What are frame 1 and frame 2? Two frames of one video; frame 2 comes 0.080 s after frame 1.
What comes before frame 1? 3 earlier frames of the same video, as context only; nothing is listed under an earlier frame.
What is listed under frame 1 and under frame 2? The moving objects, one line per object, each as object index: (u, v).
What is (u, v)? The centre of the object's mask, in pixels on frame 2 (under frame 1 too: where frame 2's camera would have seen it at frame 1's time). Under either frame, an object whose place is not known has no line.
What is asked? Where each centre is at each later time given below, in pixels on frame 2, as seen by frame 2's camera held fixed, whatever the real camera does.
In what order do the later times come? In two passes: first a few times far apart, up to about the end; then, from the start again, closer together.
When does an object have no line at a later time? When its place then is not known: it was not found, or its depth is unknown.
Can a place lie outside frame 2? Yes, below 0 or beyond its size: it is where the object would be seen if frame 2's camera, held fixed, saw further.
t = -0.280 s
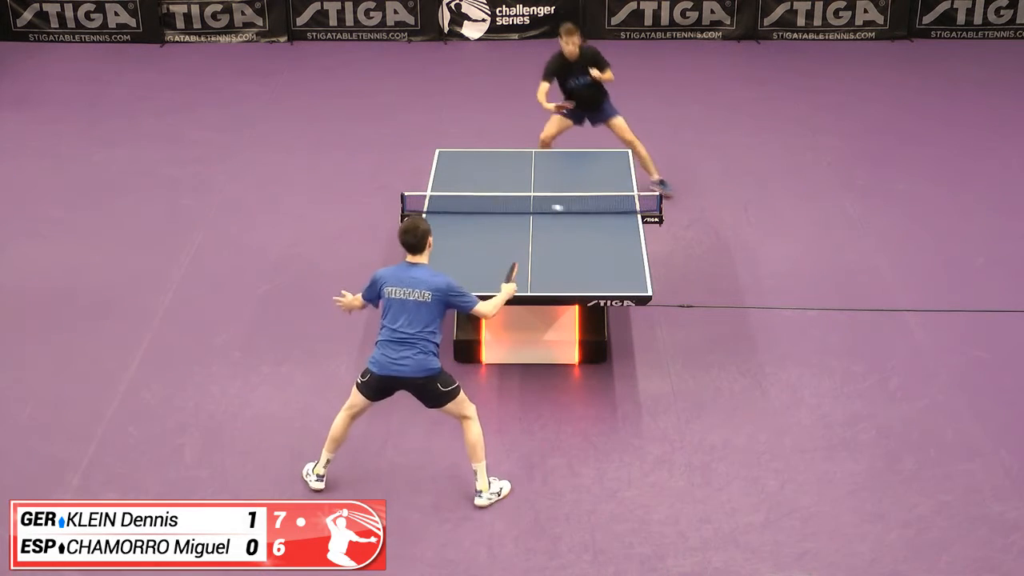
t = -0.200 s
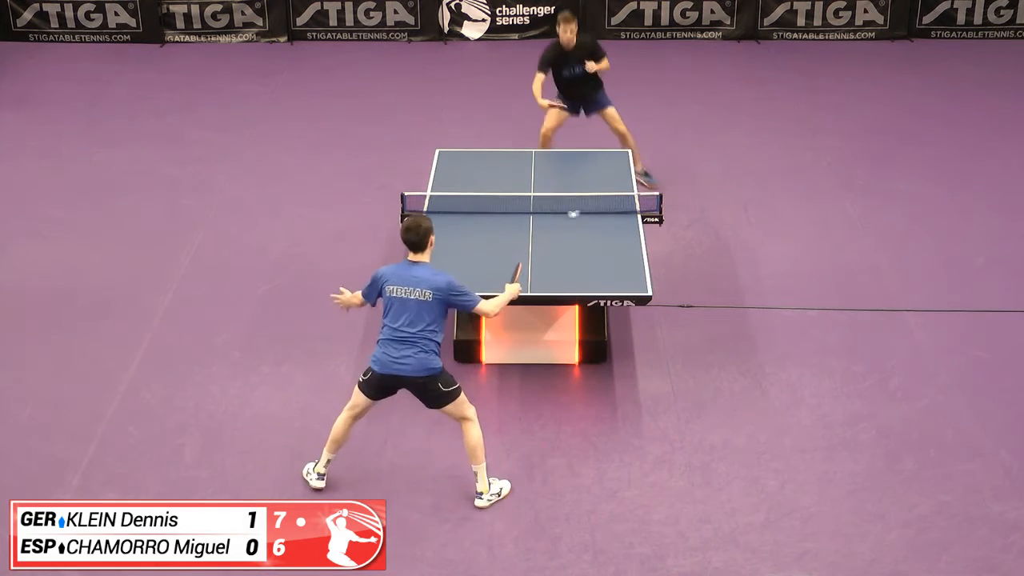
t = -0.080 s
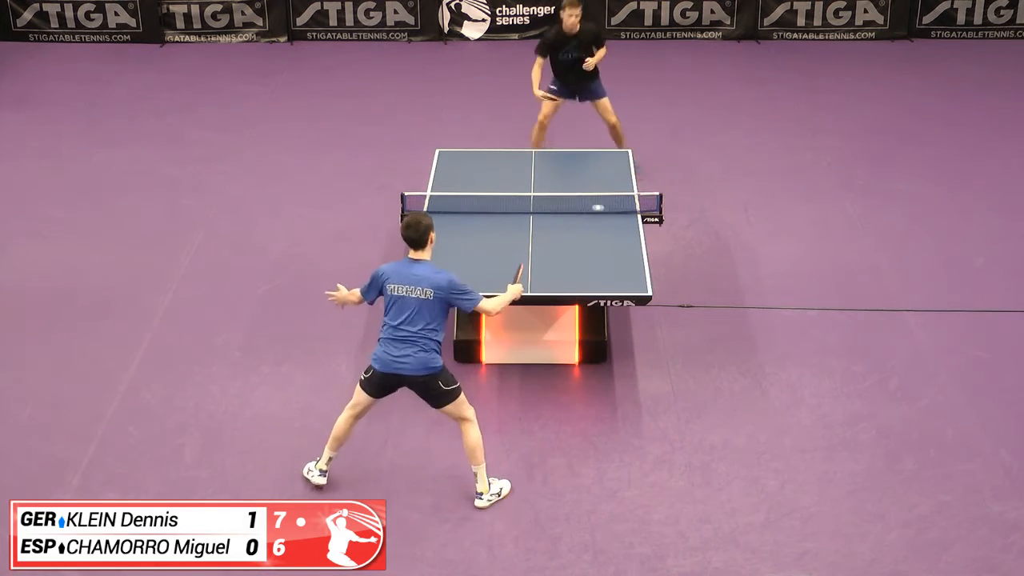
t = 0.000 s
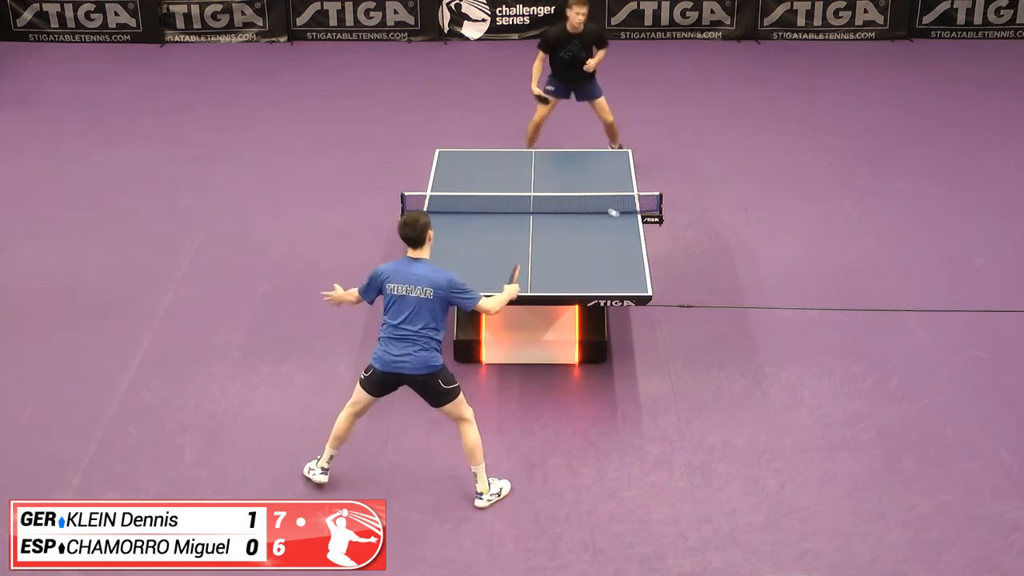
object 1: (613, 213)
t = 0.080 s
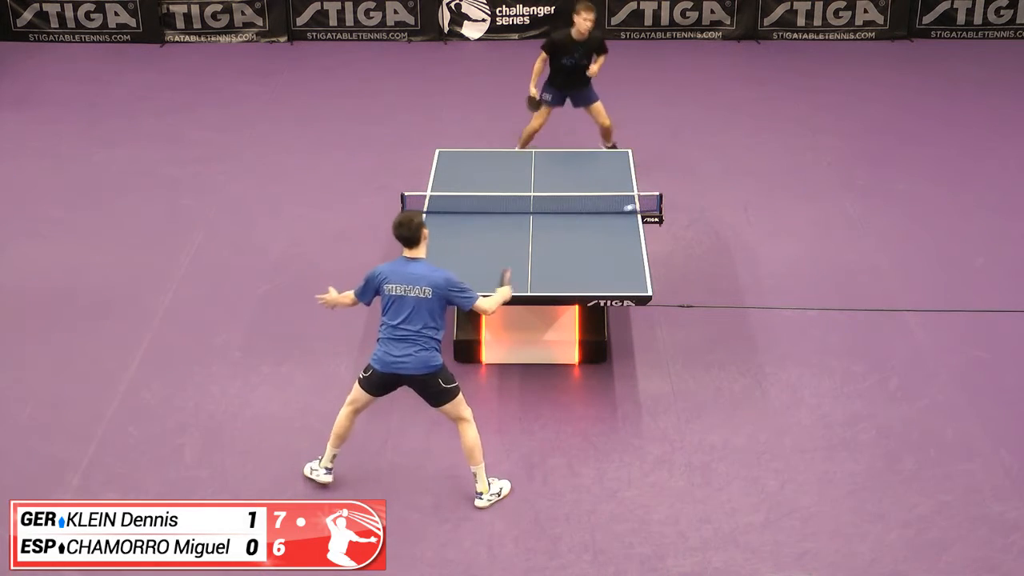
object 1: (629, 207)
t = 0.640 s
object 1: (731, 293)
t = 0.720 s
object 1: (747, 271)
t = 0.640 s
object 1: (731, 293)
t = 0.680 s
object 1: (739, 281)
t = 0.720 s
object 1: (747, 271)
